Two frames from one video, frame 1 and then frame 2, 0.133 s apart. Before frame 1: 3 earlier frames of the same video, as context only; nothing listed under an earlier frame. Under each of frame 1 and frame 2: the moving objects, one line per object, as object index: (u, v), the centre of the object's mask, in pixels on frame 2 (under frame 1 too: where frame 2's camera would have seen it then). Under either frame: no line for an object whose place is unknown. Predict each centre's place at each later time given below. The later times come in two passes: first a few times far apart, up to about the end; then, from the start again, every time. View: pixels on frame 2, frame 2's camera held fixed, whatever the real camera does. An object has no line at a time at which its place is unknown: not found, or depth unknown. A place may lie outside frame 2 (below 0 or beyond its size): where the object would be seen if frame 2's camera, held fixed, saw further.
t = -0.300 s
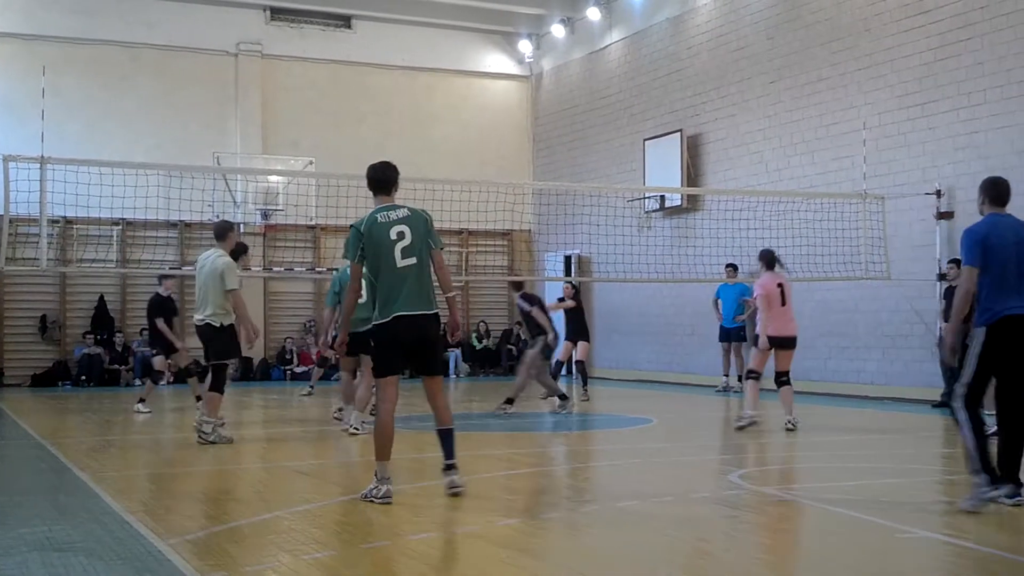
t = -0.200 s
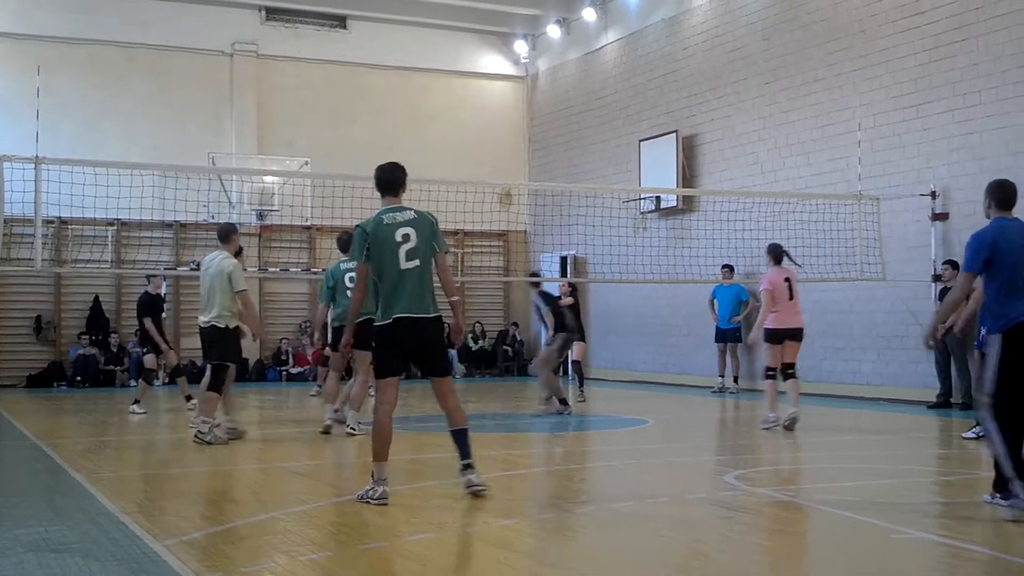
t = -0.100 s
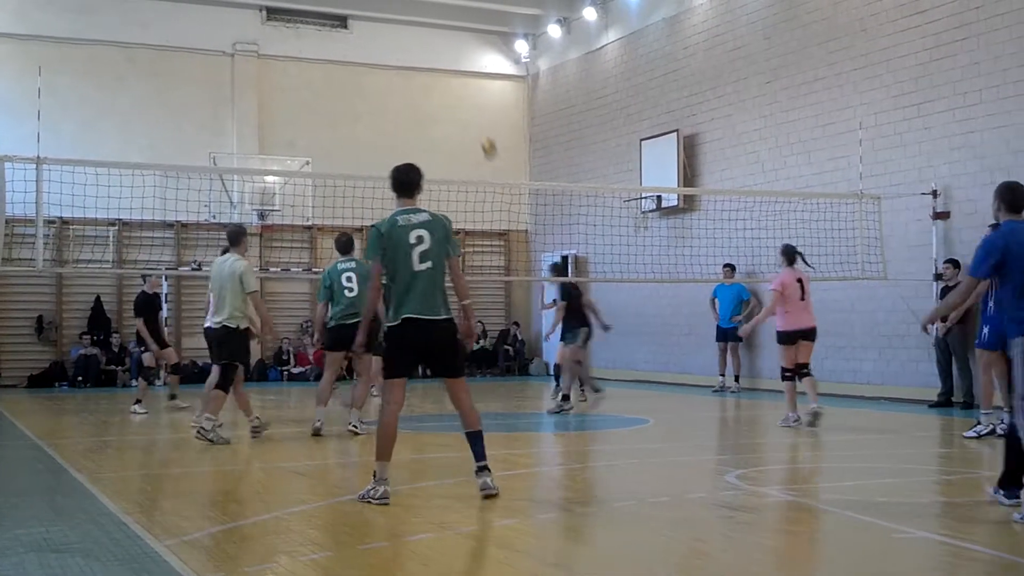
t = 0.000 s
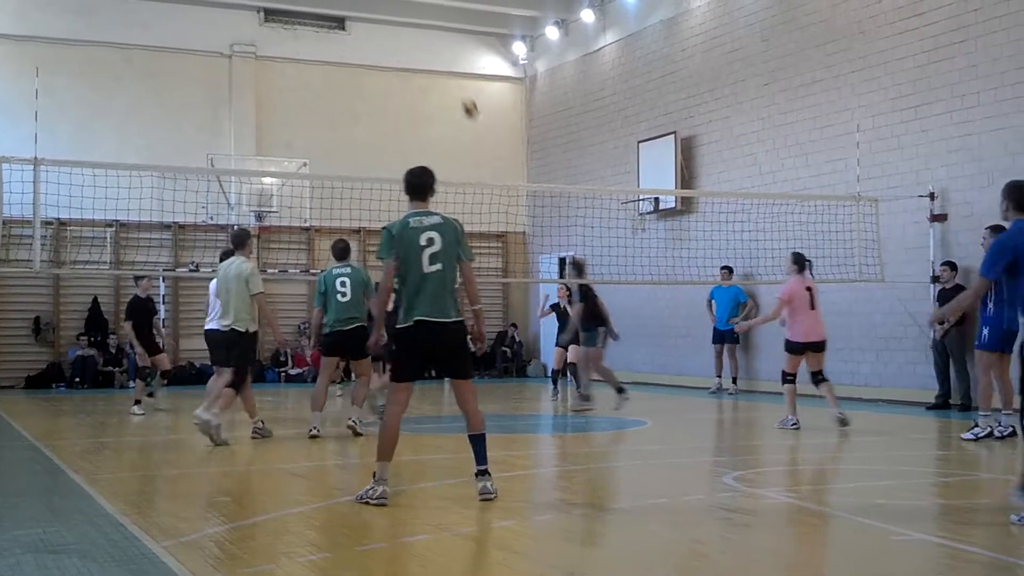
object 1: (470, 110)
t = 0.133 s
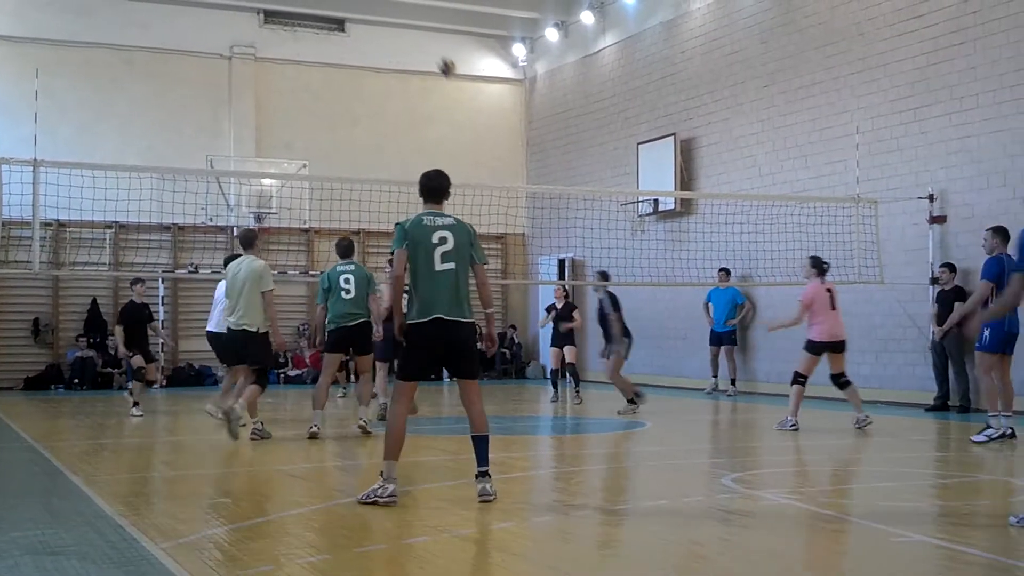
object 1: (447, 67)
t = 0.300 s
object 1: (419, 32)
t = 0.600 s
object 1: (365, 25)
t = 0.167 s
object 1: (441, 58)
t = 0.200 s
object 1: (435, 50)
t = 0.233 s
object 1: (430, 43)
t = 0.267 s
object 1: (425, 37)
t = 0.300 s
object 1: (419, 32)
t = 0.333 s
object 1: (412, 27)
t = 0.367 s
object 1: (407, 24)
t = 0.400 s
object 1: (401, 21)
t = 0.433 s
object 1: (394, 19)
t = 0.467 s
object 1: (388, 19)
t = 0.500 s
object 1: (383, 19)
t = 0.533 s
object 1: (376, 20)
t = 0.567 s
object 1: (371, 22)
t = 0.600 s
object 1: (365, 25)
